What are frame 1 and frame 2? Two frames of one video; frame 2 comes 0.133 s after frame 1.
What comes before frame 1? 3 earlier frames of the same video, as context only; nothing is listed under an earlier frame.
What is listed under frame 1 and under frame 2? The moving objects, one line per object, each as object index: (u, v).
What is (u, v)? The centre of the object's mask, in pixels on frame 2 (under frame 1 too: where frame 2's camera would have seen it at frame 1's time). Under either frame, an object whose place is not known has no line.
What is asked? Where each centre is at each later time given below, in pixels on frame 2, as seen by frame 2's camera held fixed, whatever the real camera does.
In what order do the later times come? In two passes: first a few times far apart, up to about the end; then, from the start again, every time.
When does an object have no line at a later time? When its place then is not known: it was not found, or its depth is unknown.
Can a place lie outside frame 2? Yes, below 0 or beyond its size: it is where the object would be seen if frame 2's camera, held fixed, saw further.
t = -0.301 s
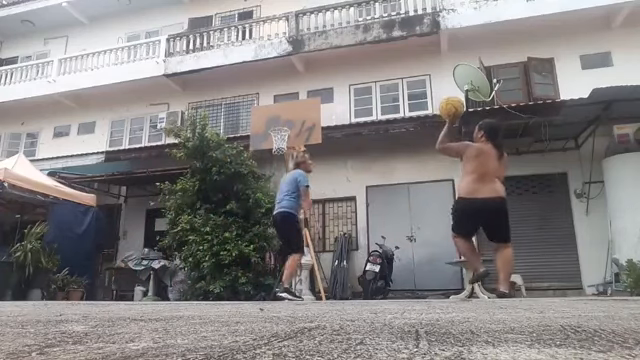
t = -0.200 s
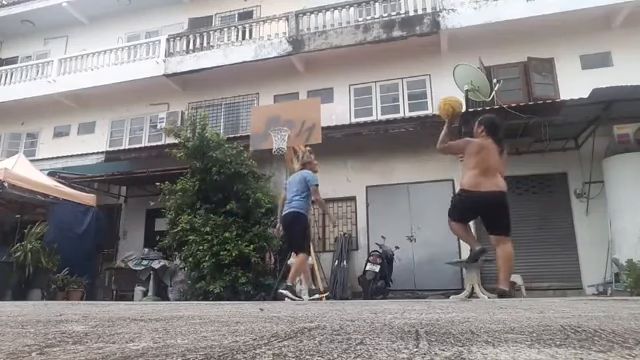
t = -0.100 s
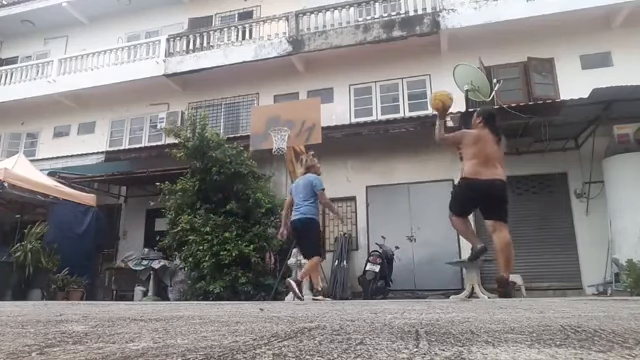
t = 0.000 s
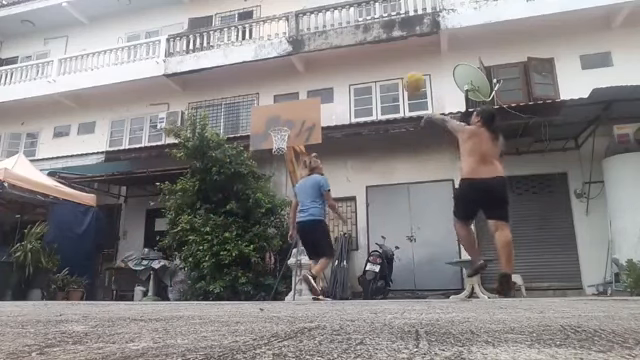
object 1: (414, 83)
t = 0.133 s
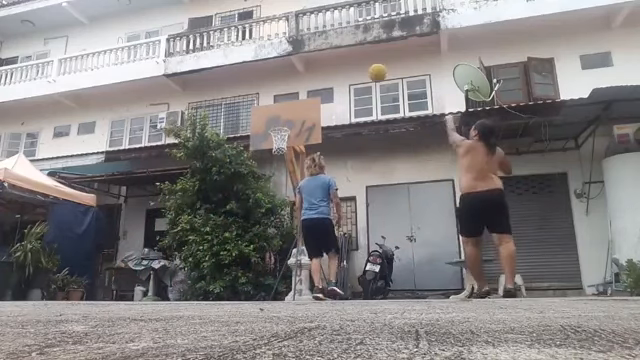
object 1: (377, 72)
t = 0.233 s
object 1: (356, 74)
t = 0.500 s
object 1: (312, 104)
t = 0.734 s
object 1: (290, 117)
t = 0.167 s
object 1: (370, 72)
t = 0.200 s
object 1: (362, 73)
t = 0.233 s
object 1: (356, 74)
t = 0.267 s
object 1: (349, 75)
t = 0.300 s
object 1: (343, 78)
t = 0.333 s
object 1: (338, 81)
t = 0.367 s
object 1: (332, 85)
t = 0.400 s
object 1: (327, 88)
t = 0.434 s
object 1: (321, 94)
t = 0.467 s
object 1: (316, 98)
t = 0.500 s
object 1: (312, 104)
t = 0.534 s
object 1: (309, 113)
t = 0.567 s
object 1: (305, 116)
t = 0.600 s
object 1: (301, 118)
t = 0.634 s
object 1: (295, 121)
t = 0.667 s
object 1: (292, 123)
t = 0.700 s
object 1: (290, 120)
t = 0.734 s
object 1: (290, 117)
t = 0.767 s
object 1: (288, 116)
